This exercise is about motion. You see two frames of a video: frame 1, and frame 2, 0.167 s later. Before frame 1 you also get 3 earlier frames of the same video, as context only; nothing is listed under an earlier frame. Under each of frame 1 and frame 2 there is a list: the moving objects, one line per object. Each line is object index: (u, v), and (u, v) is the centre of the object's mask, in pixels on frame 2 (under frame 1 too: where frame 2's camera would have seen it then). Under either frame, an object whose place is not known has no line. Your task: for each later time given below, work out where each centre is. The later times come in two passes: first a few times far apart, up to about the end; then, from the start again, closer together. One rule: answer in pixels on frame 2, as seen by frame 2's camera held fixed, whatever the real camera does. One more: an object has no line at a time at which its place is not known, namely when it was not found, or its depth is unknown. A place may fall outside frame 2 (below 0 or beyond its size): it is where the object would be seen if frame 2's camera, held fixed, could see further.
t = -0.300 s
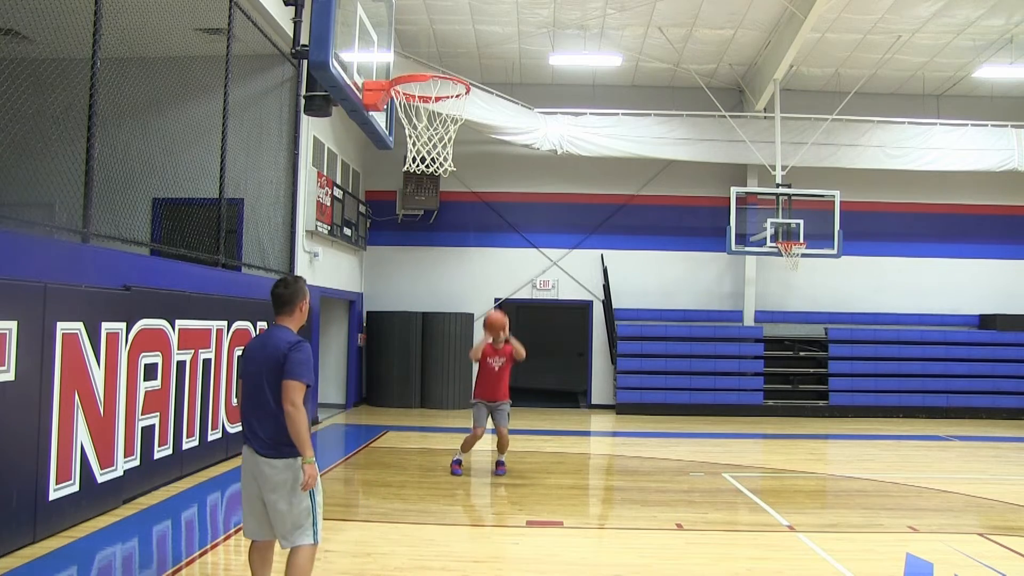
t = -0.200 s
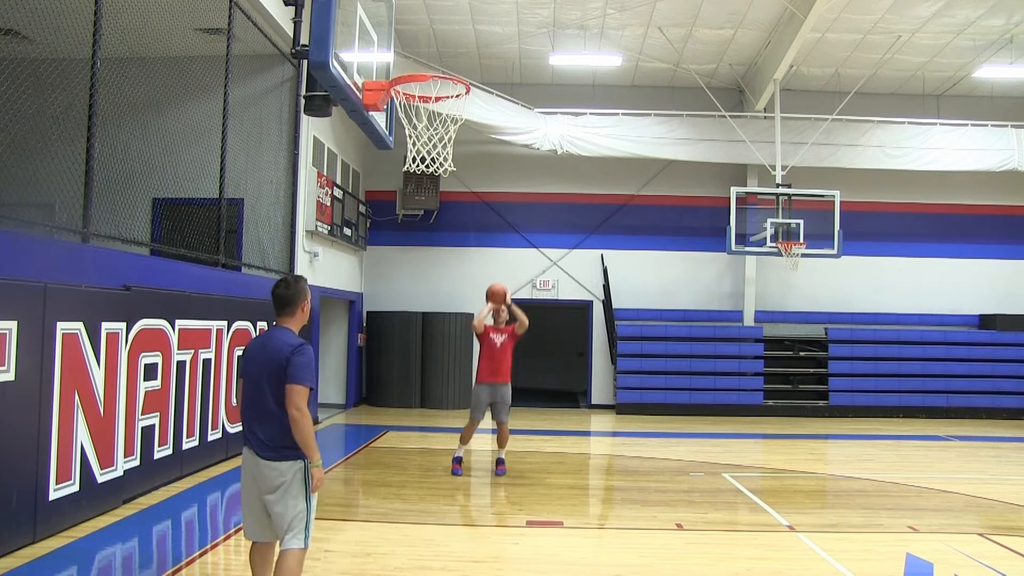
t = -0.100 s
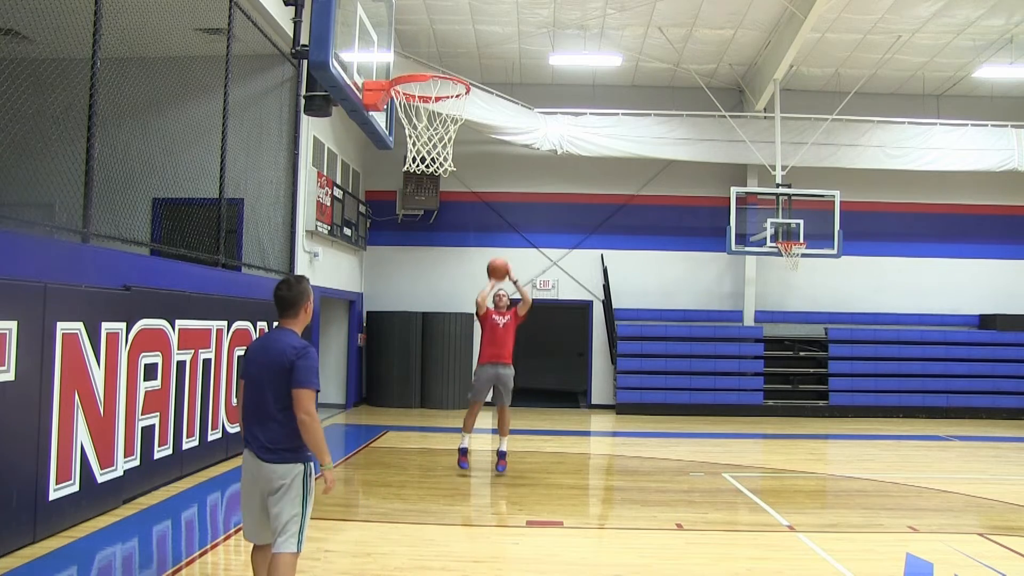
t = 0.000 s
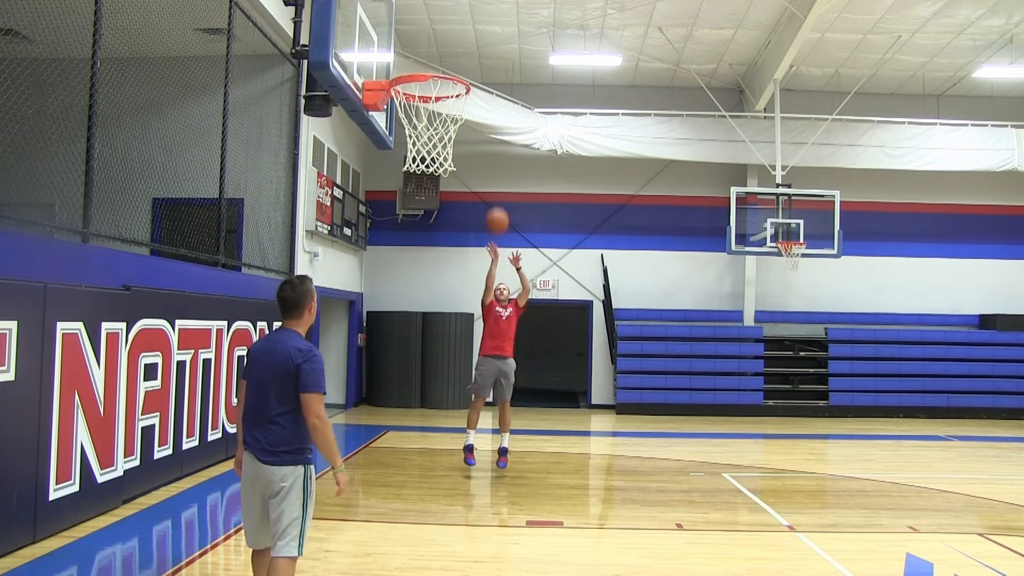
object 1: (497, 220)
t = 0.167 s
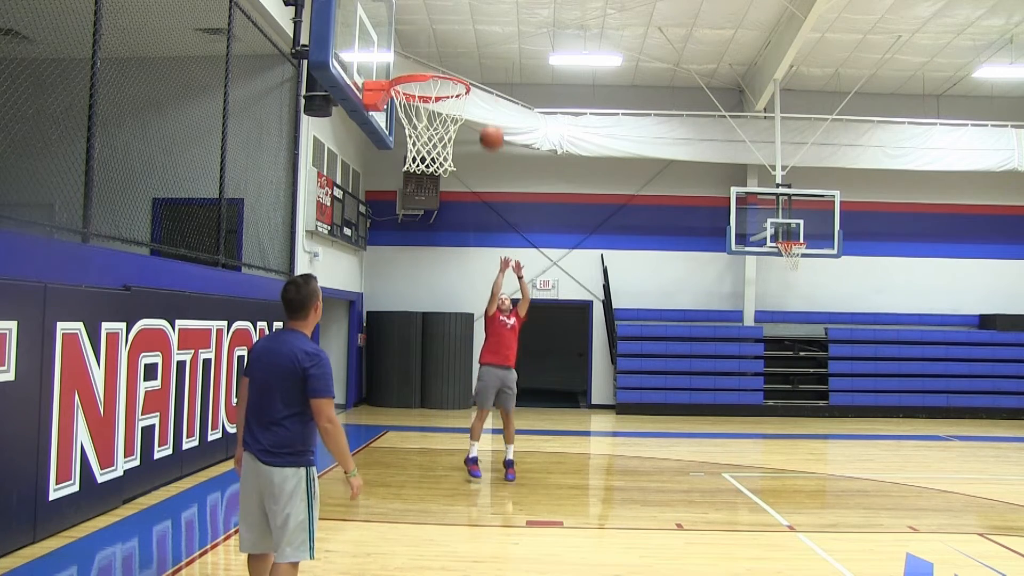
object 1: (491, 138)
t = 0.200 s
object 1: (490, 124)
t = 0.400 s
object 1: (481, 52)
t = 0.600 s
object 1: (470, 15)
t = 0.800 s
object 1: (455, 21)
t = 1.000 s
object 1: (434, 92)
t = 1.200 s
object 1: (415, 169)
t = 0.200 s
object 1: (490, 124)
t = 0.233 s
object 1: (489, 110)
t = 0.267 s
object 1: (488, 95)
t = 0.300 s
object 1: (486, 83)
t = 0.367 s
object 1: (483, 62)
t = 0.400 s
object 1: (481, 52)
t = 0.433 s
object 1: (479, 43)
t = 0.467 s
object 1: (478, 35)
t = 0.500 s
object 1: (476, 29)
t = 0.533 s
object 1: (474, 23)
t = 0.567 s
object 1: (472, 18)
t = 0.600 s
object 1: (470, 15)
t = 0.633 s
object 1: (468, 13)
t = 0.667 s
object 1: (466, 13)
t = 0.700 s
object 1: (463, 13)
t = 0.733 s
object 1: (461, 14)
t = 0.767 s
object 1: (458, 16)
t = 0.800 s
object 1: (455, 21)
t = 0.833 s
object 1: (452, 27)
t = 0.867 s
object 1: (448, 35)
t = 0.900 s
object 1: (445, 45)
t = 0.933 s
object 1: (441, 56)
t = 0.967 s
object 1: (439, 64)
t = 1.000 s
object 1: (434, 92)
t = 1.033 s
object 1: (430, 109)
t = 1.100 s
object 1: (423, 135)
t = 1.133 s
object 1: (420, 145)
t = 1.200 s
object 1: (415, 169)
